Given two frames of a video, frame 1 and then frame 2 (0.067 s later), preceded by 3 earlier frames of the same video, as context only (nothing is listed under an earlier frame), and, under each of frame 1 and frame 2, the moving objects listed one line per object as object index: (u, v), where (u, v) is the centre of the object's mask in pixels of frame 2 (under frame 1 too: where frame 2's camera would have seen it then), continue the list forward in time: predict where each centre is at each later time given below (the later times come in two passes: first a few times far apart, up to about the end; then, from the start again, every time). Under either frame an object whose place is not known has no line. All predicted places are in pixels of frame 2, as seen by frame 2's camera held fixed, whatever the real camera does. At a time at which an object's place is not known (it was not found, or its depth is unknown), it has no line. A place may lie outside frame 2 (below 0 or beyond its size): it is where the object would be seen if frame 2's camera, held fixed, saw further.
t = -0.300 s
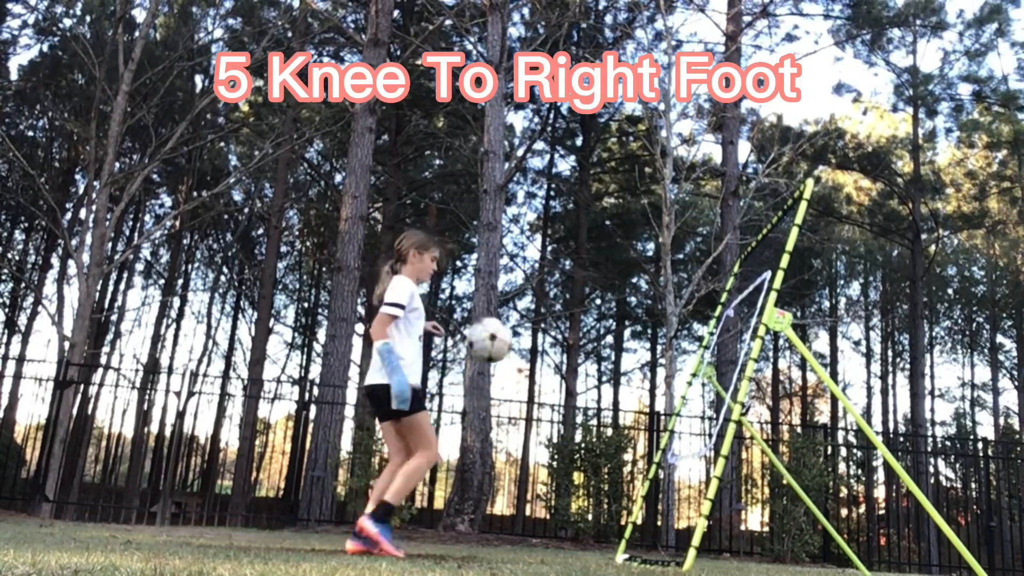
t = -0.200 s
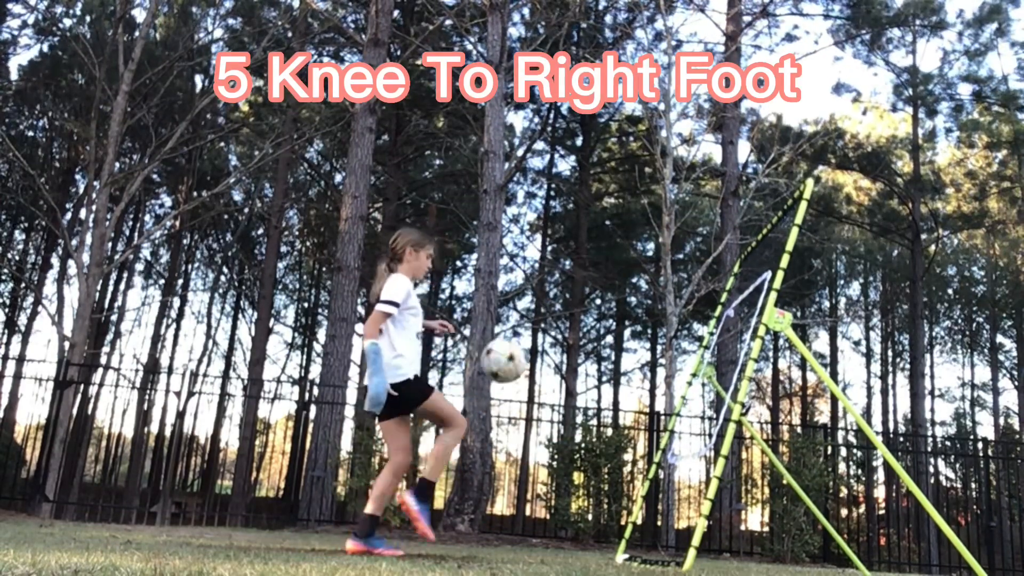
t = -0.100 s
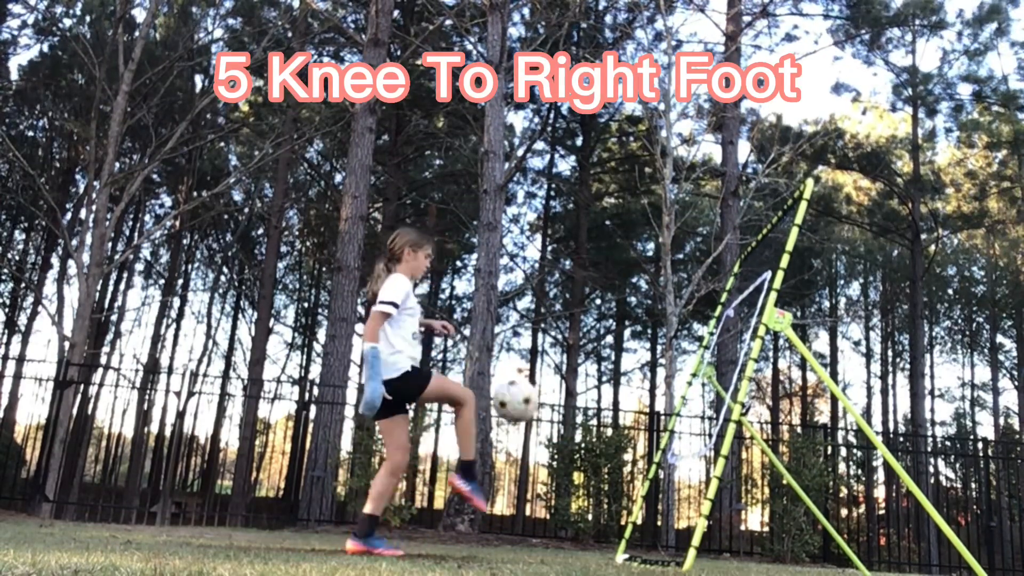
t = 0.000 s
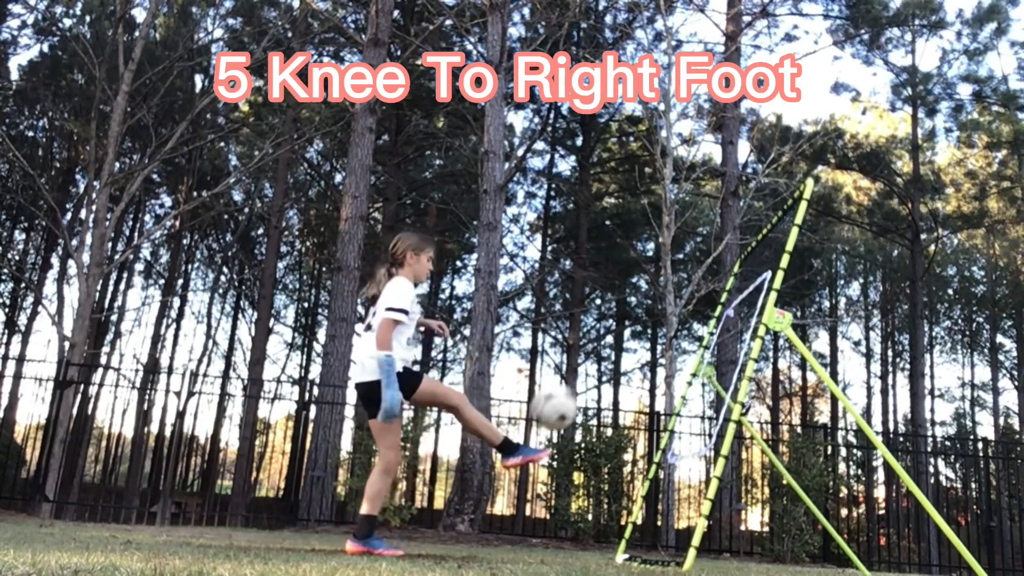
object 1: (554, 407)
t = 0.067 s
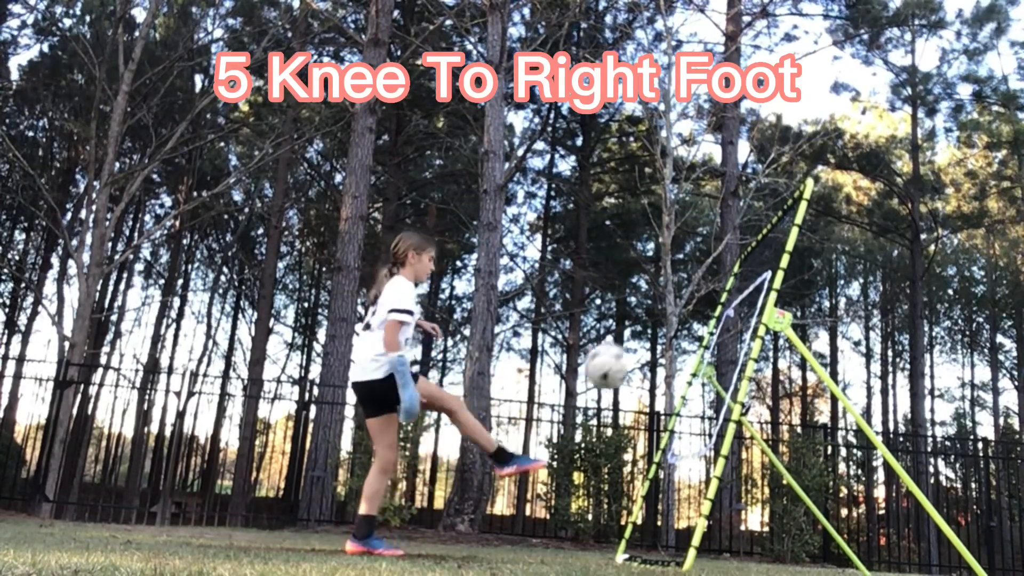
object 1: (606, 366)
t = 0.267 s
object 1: (742, 295)
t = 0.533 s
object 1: (664, 220)
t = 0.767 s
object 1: (590, 265)
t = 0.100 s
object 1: (633, 348)
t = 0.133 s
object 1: (658, 335)
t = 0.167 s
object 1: (683, 323)
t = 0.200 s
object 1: (707, 313)
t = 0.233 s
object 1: (731, 305)
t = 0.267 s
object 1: (742, 295)
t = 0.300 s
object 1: (735, 280)
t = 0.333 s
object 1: (725, 264)
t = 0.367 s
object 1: (715, 251)
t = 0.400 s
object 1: (705, 241)
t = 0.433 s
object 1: (695, 233)
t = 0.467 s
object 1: (685, 226)
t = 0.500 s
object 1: (674, 222)
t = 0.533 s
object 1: (664, 220)
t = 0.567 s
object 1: (654, 221)
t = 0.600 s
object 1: (644, 222)
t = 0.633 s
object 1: (633, 227)
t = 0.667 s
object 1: (623, 234)
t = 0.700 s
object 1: (612, 242)
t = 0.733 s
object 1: (601, 252)
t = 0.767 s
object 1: (590, 265)
